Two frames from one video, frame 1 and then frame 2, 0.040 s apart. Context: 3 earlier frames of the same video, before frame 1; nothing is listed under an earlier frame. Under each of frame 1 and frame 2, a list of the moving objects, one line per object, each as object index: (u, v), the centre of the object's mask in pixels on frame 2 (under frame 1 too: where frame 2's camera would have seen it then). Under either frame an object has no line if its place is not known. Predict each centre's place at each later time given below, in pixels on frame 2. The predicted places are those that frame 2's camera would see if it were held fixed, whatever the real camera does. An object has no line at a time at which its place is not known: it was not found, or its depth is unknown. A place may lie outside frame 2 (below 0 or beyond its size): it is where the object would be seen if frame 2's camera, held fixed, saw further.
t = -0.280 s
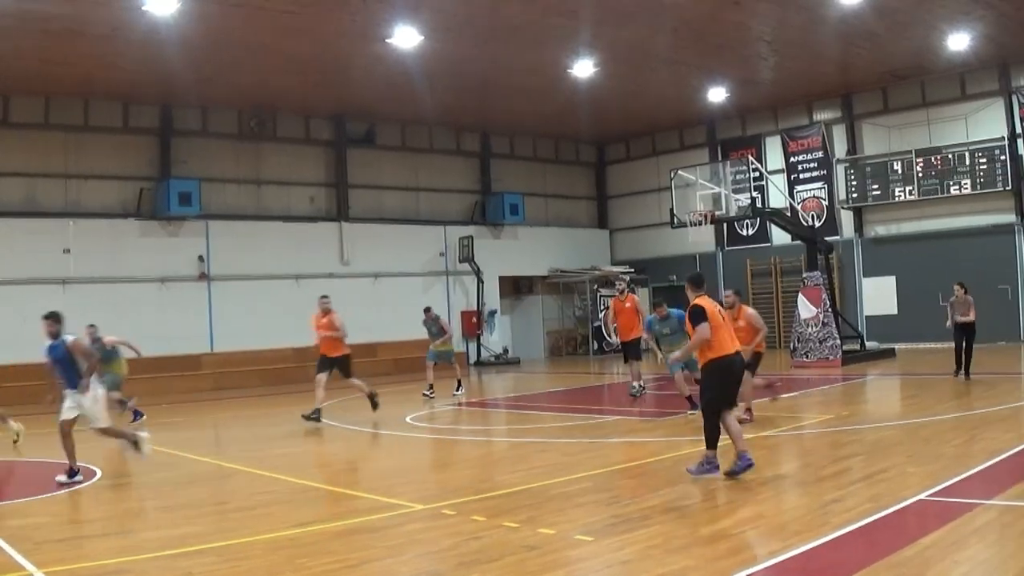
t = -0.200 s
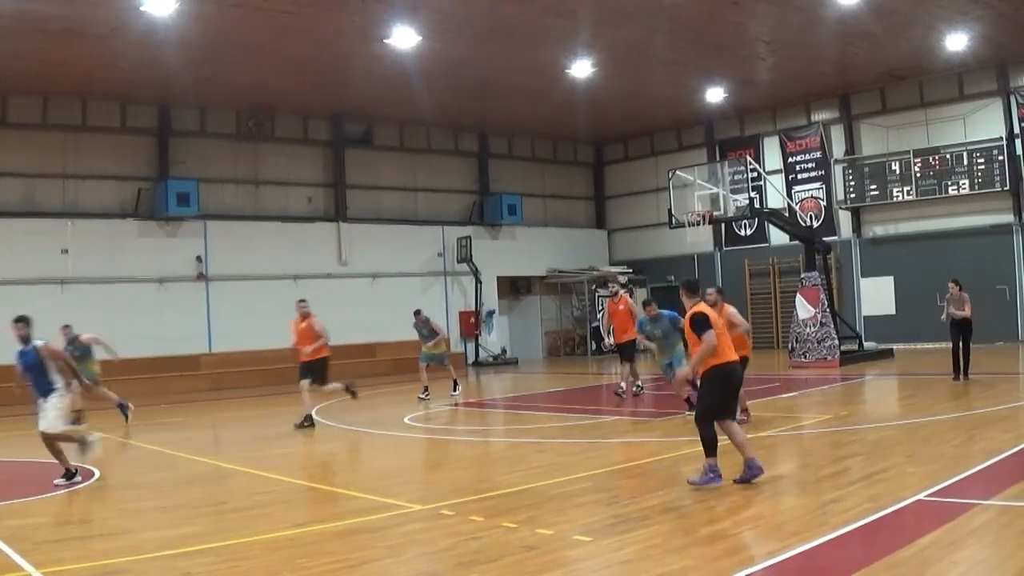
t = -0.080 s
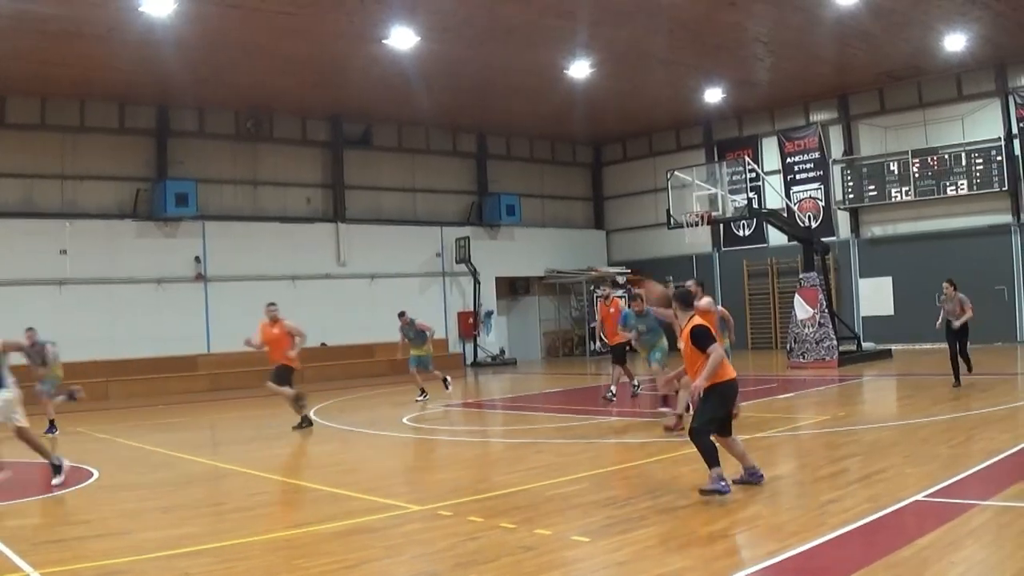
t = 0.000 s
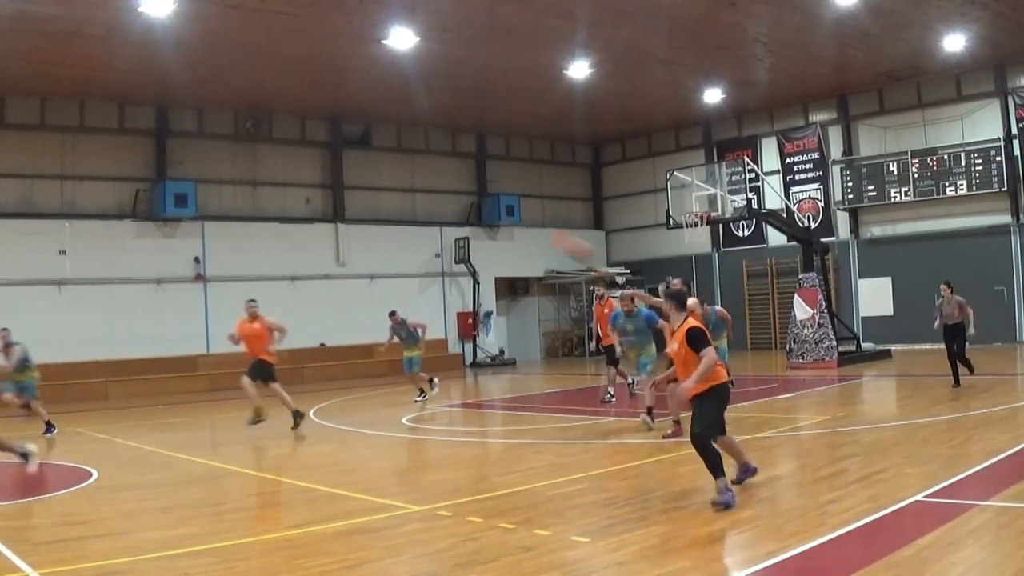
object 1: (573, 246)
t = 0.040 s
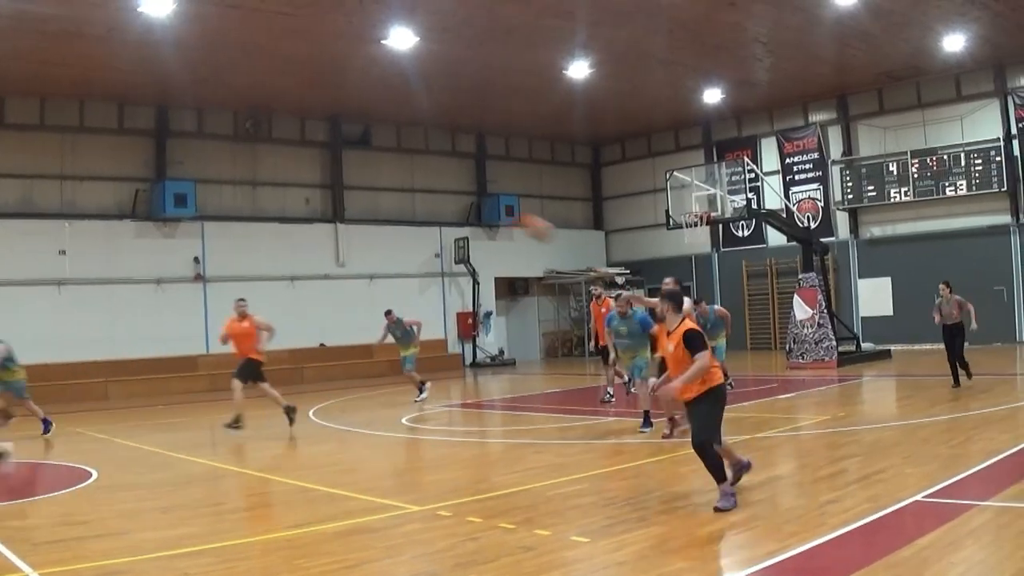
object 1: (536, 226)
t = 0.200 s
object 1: (367, 151)
